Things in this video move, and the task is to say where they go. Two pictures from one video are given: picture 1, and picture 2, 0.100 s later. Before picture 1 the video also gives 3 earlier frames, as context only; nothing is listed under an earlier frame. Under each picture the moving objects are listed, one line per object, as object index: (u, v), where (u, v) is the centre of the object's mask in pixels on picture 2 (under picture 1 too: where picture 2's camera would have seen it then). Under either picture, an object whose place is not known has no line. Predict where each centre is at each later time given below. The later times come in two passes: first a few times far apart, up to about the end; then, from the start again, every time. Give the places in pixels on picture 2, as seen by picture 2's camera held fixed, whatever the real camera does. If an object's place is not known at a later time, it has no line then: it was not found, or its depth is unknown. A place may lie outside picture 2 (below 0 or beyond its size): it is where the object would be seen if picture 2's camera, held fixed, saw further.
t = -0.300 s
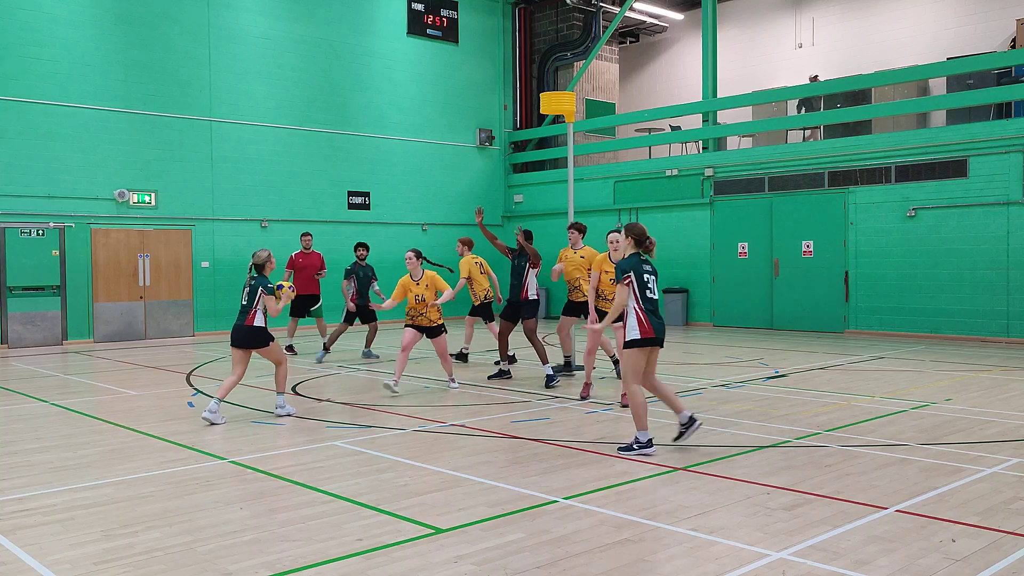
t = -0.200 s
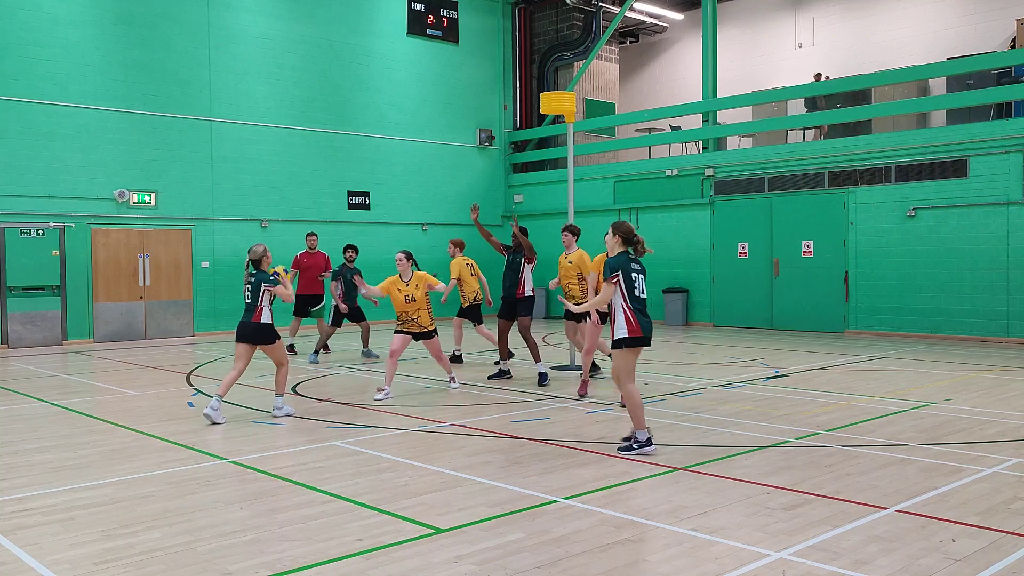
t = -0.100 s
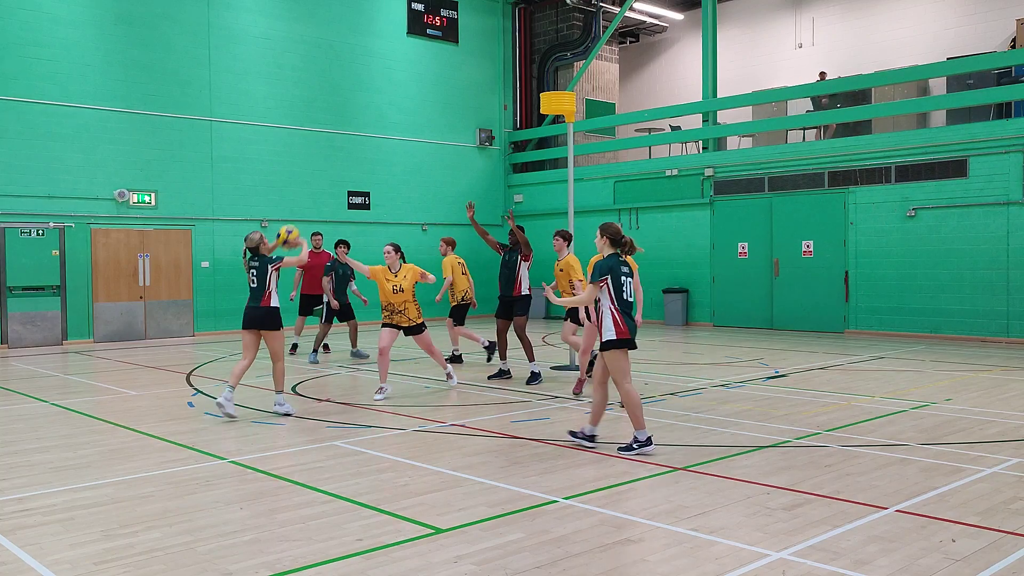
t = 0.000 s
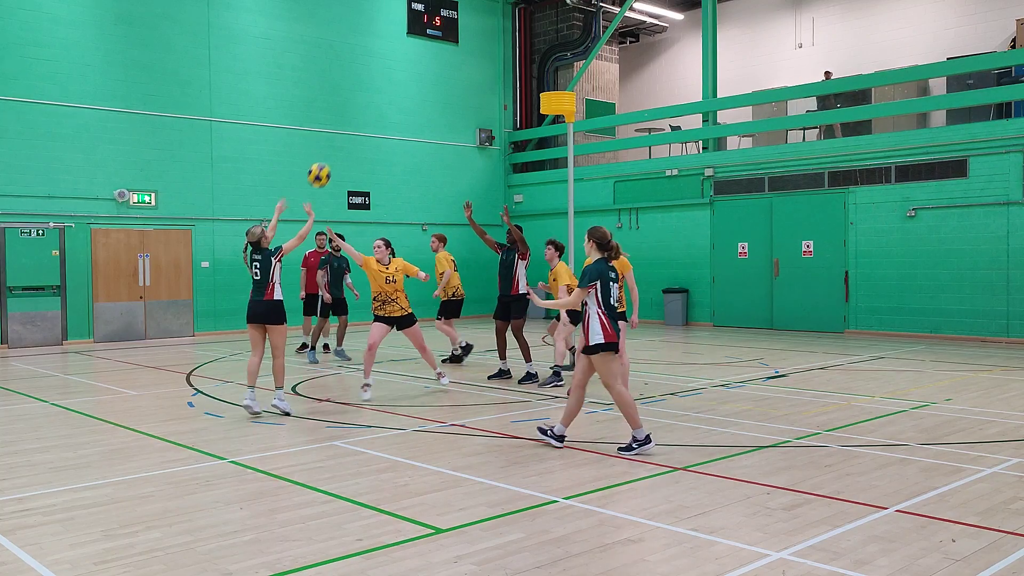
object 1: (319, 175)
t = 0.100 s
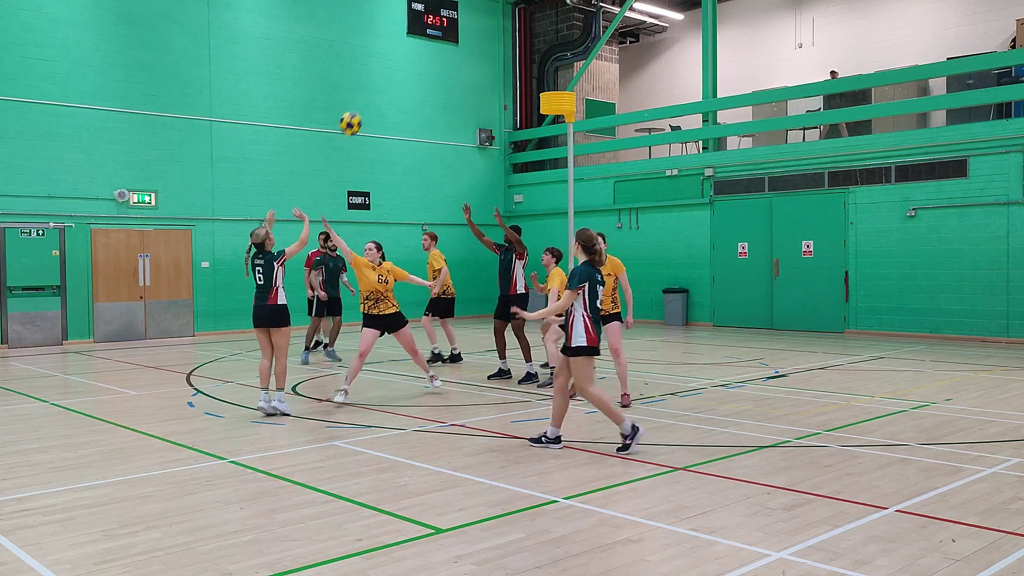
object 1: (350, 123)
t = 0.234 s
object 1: (389, 75)
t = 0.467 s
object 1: (452, 37)
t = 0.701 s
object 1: (508, 50)
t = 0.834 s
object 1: (536, 77)
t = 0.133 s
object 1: (360, 110)
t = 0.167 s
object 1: (370, 96)
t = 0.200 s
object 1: (380, 85)
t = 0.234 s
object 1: (389, 75)
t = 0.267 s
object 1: (399, 66)
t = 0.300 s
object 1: (408, 58)
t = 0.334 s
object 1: (417, 52)
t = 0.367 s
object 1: (426, 46)
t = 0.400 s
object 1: (435, 42)
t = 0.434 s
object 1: (444, 39)
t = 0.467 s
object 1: (452, 37)
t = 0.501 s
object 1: (460, 36)
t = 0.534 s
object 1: (469, 36)
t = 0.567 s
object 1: (477, 37)
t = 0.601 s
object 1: (485, 39)
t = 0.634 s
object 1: (492, 42)
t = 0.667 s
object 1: (500, 45)
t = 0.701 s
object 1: (508, 50)
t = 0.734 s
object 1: (515, 56)
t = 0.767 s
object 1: (522, 62)
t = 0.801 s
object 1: (529, 70)
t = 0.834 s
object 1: (536, 77)
